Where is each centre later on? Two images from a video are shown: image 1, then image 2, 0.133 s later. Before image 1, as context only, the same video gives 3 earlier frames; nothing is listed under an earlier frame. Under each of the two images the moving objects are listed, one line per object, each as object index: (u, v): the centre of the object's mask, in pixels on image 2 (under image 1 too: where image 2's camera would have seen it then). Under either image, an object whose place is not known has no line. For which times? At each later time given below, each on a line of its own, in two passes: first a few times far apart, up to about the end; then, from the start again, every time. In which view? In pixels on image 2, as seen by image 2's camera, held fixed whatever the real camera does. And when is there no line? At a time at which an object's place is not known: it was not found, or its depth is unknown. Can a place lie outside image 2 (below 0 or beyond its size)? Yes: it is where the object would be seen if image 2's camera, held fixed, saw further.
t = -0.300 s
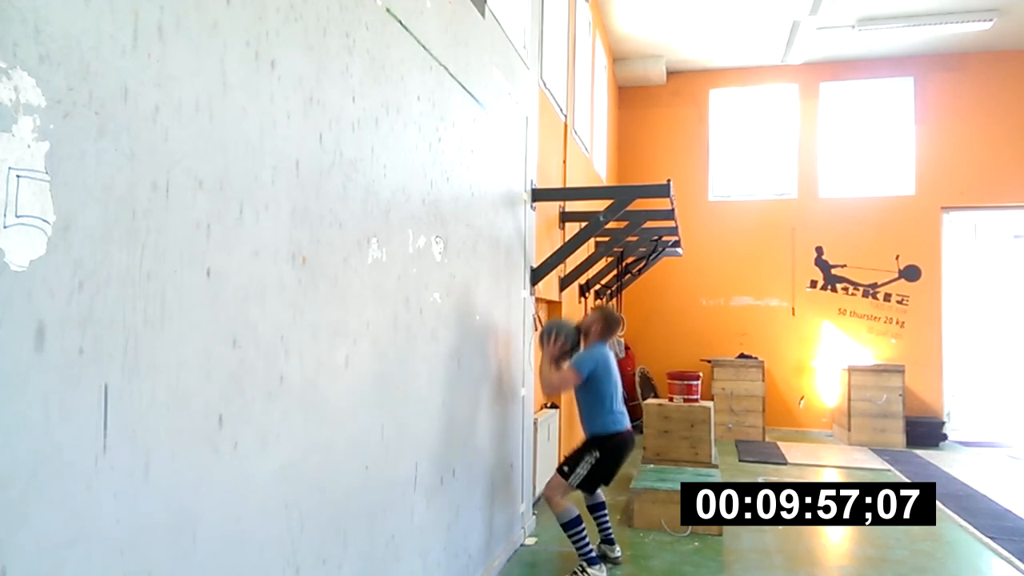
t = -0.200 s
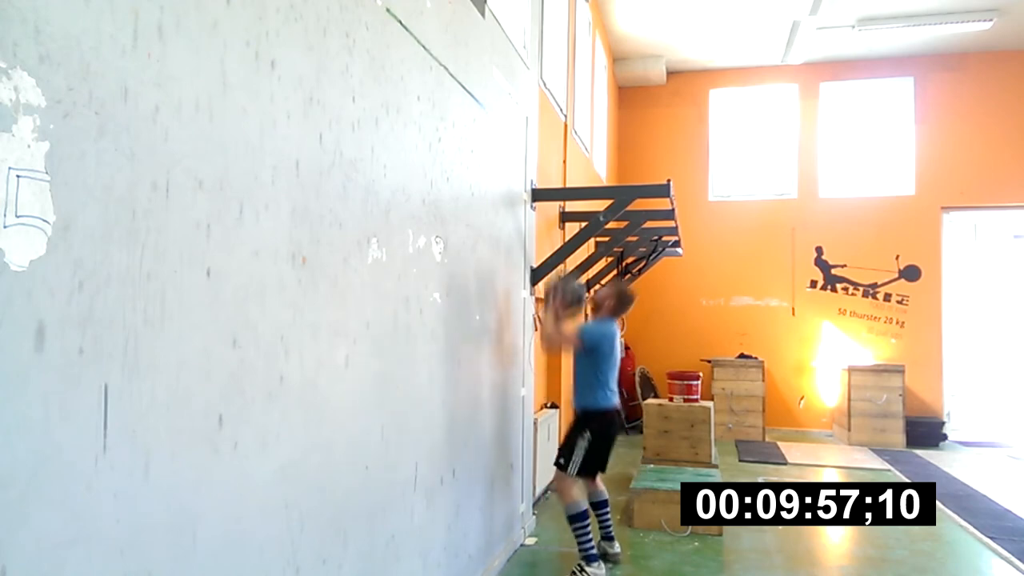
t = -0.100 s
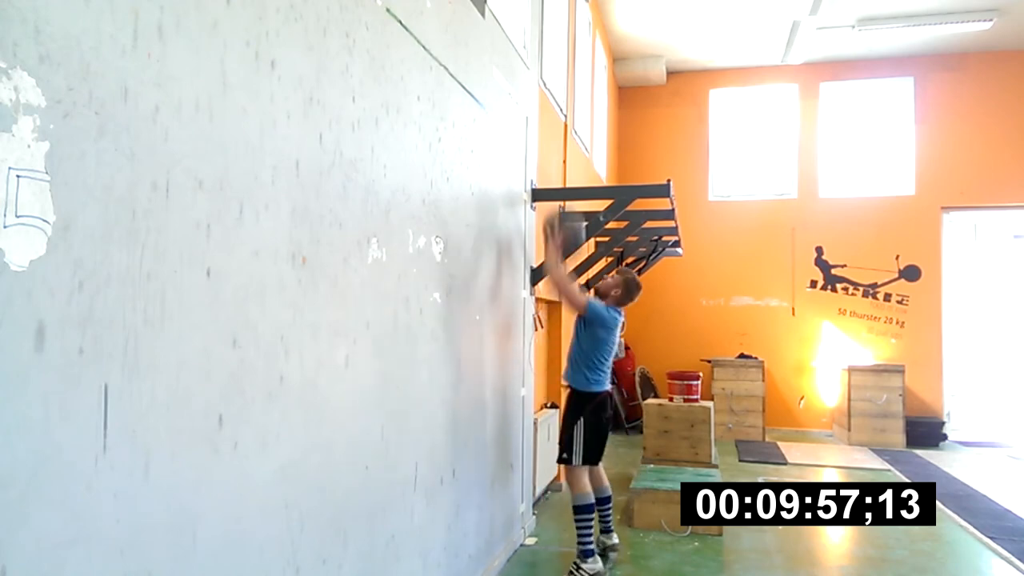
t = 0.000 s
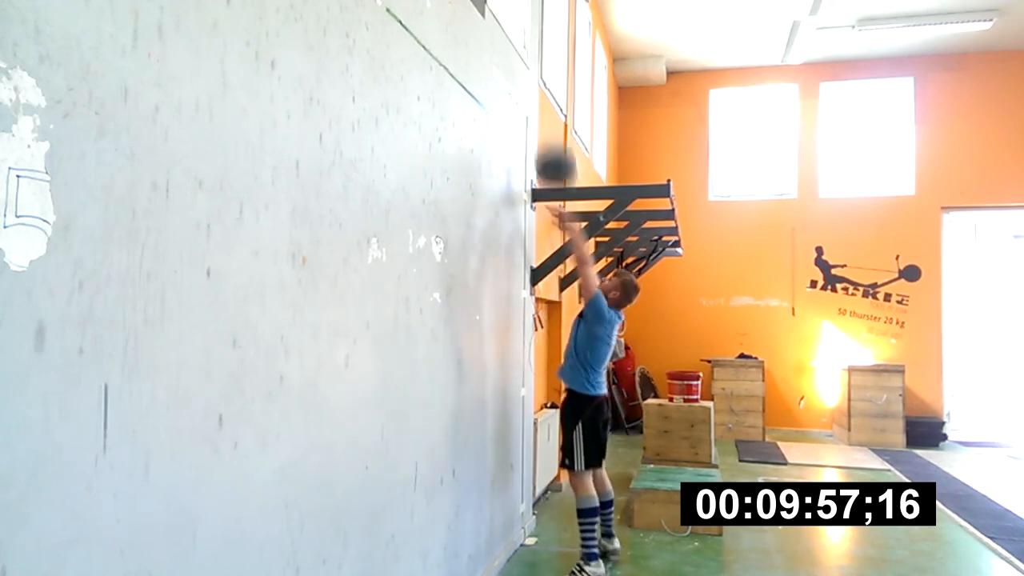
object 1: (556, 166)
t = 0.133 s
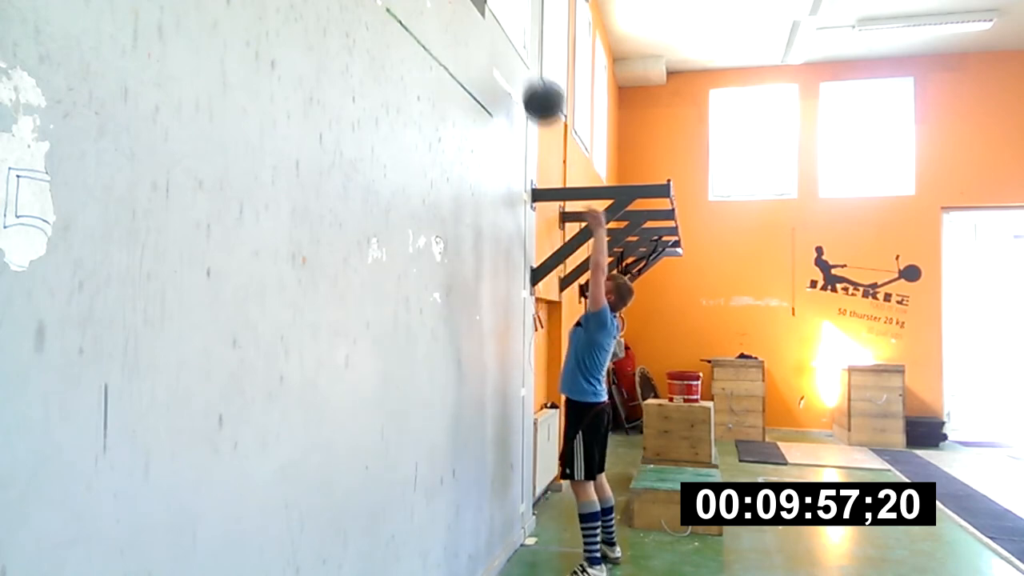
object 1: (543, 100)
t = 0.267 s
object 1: (530, 66)
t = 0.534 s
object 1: (548, 101)
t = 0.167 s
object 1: (540, 89)
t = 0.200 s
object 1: (537, 80)
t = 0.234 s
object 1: (534, 71)
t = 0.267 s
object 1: (530, 66)
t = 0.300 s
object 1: (531, 64)
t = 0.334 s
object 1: (534, 63)
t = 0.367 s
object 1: (536, 65)
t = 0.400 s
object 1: (539, 68)
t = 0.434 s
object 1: (541, 73)
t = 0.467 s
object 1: (543, 80)
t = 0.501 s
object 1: (546, 90)
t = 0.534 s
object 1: (548, 101)
